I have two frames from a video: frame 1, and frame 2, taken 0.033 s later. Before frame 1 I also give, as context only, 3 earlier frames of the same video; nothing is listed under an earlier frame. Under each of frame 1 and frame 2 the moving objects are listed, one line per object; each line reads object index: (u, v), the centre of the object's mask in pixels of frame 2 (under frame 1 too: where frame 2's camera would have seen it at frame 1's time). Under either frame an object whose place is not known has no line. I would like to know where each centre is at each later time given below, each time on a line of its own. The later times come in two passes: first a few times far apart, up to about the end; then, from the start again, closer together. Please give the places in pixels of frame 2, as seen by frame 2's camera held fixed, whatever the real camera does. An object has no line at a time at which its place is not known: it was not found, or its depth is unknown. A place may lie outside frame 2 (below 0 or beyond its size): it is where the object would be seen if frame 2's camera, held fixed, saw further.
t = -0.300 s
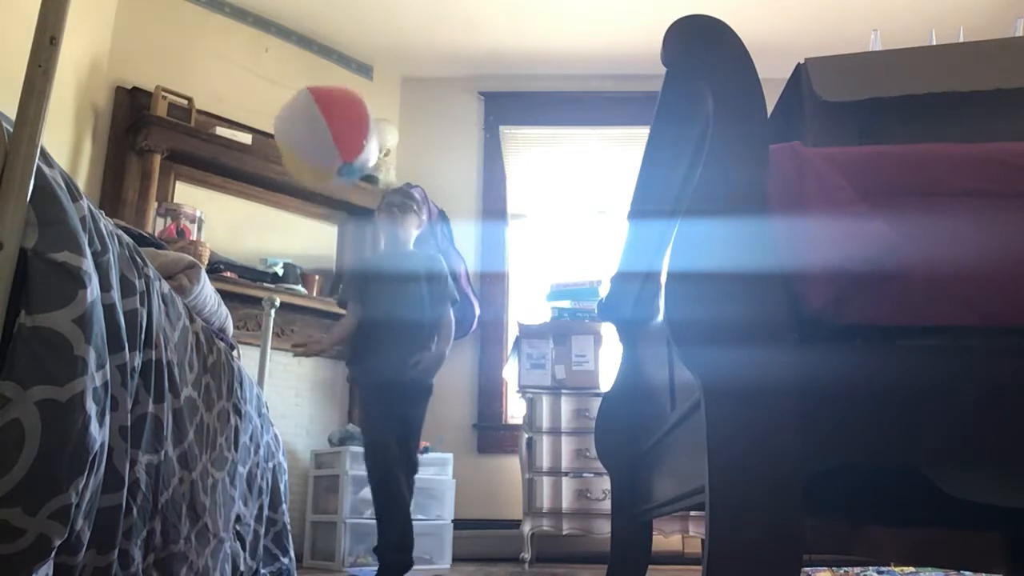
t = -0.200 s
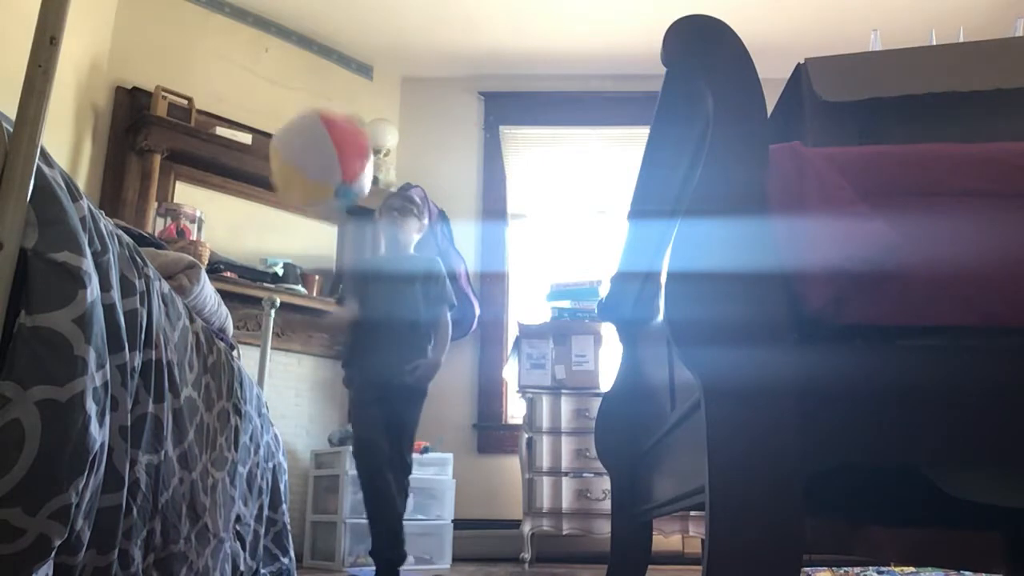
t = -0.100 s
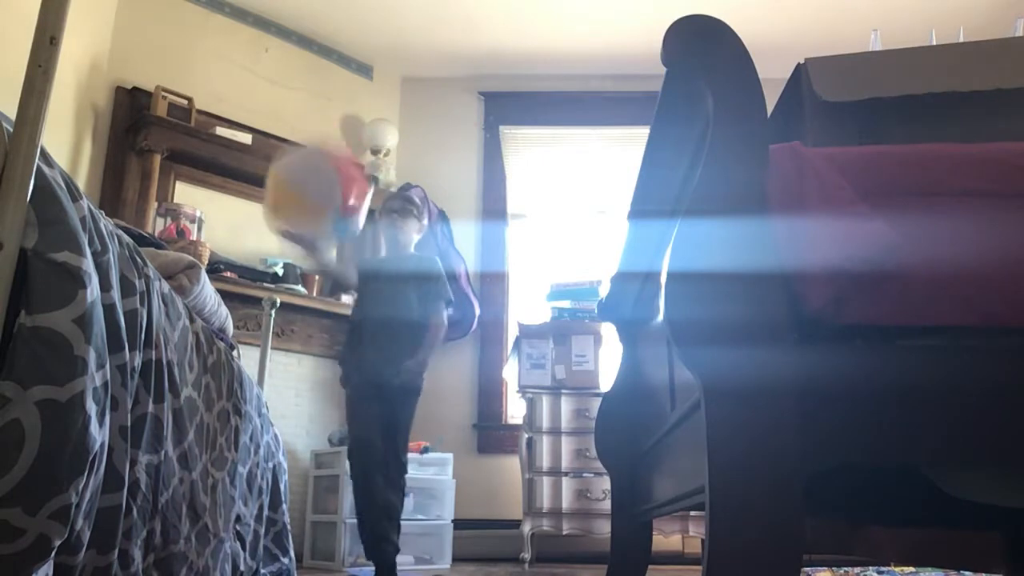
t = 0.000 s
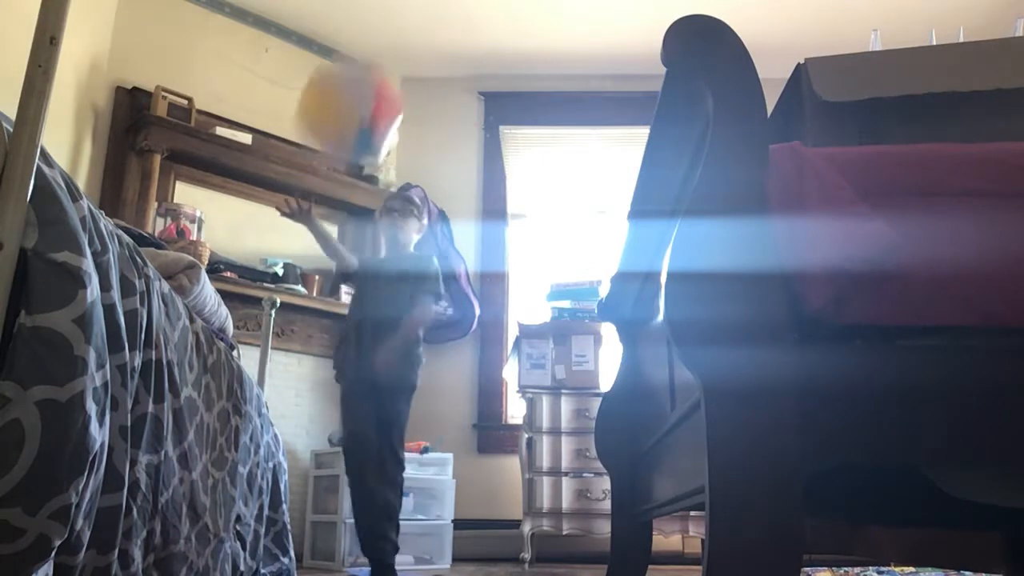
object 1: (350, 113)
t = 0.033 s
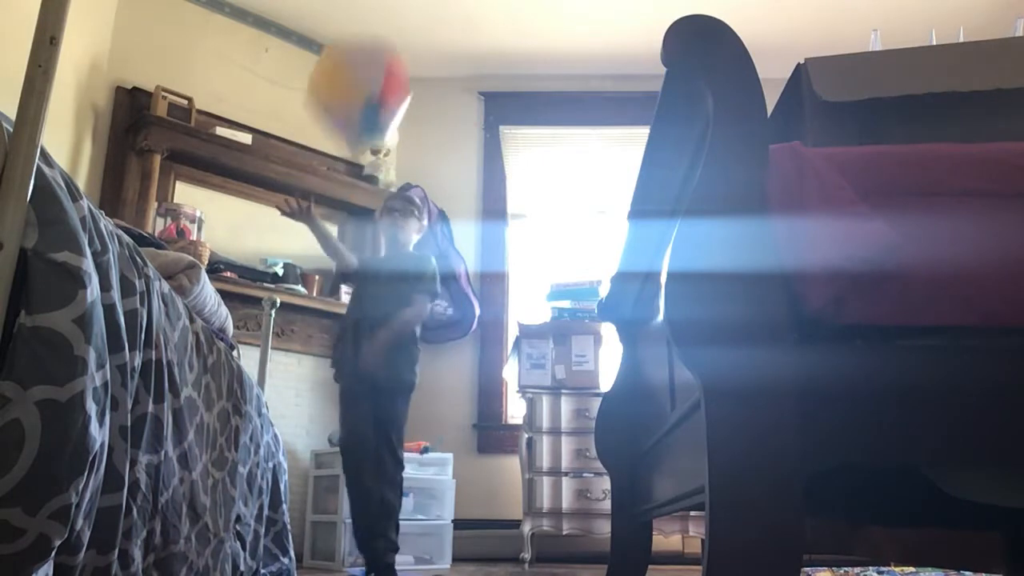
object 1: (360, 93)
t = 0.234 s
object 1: (411, 28)
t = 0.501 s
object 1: (465, 37)
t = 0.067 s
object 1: (369, 71)
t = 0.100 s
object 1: (378, 53)
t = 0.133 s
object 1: (386, 43)
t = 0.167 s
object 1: (395, 36)
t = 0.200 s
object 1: (403, 32)
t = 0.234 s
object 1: (411, 28)
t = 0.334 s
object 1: (433, 24)
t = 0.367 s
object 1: (440, 25)
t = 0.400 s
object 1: (446, 26)
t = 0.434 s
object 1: (453, 29)
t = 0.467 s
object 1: (459, 33)
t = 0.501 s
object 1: (465, 37)
